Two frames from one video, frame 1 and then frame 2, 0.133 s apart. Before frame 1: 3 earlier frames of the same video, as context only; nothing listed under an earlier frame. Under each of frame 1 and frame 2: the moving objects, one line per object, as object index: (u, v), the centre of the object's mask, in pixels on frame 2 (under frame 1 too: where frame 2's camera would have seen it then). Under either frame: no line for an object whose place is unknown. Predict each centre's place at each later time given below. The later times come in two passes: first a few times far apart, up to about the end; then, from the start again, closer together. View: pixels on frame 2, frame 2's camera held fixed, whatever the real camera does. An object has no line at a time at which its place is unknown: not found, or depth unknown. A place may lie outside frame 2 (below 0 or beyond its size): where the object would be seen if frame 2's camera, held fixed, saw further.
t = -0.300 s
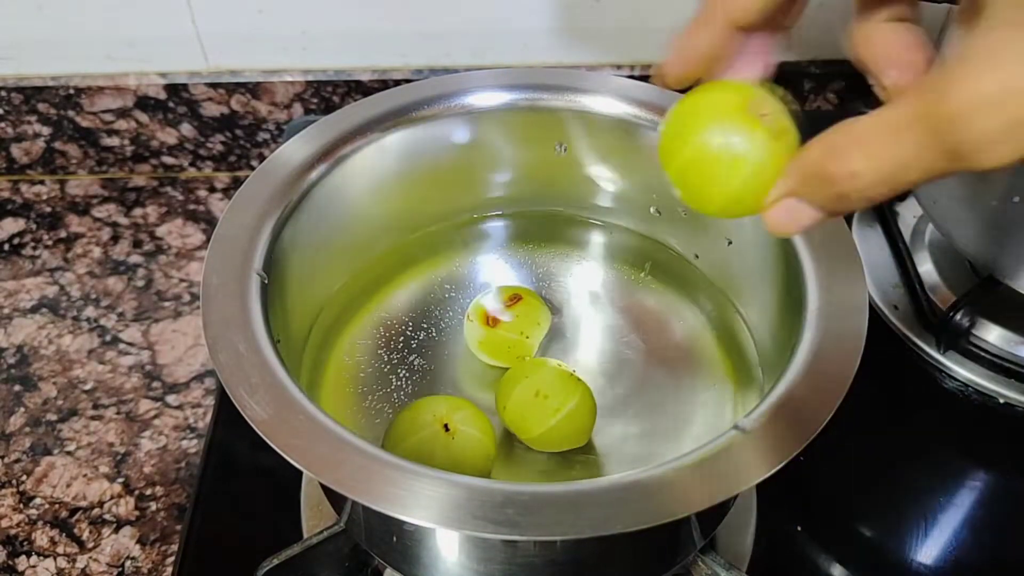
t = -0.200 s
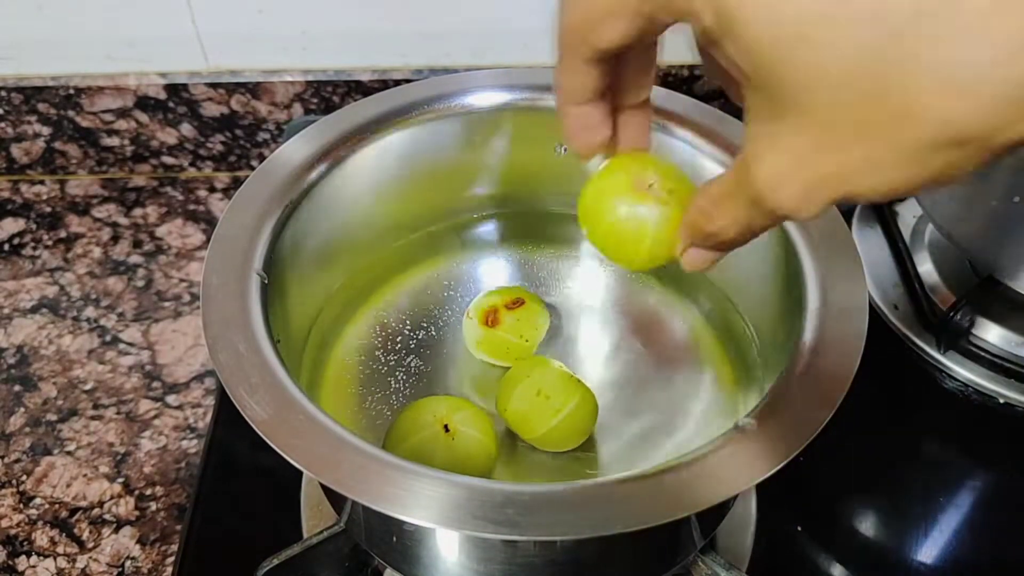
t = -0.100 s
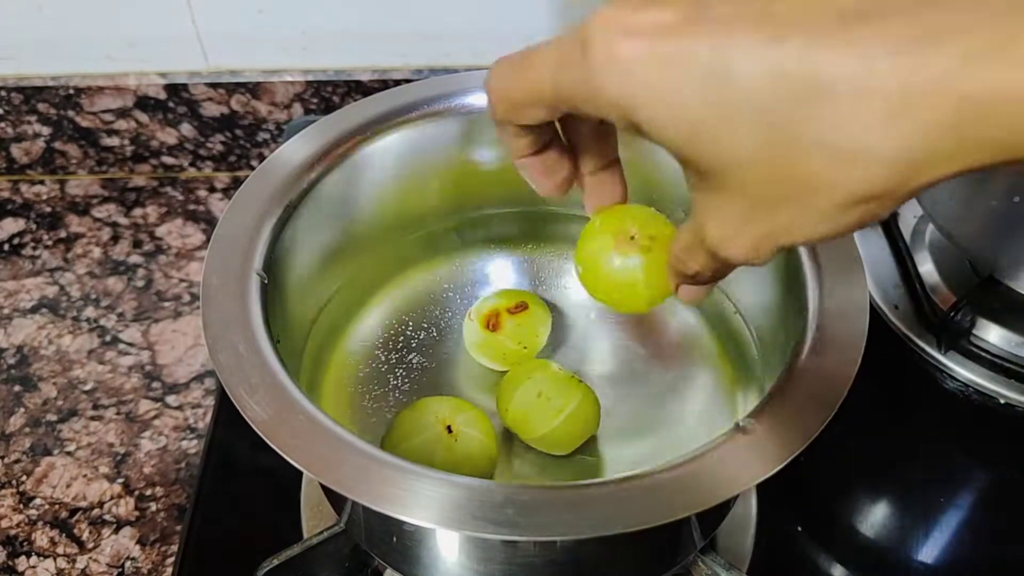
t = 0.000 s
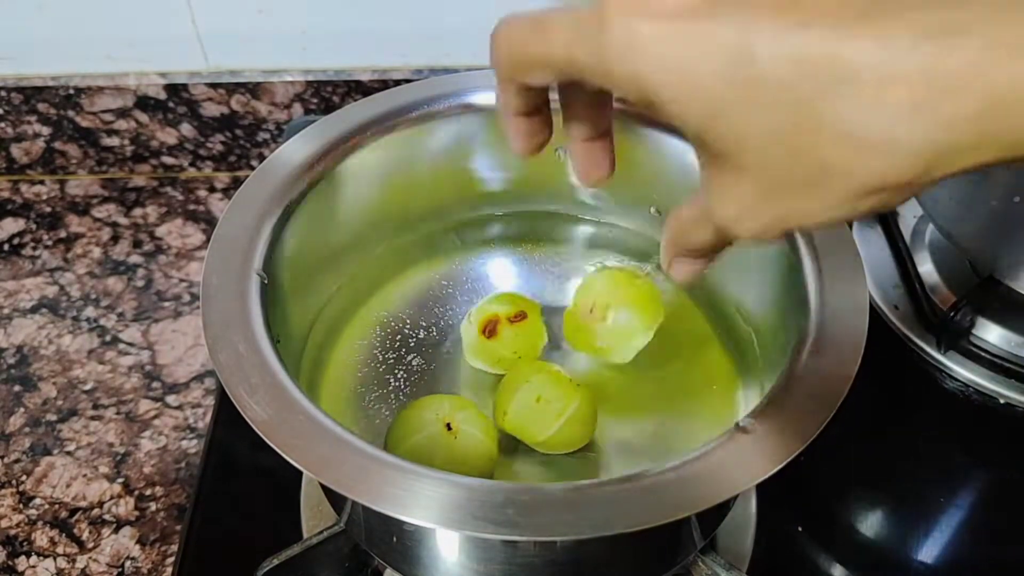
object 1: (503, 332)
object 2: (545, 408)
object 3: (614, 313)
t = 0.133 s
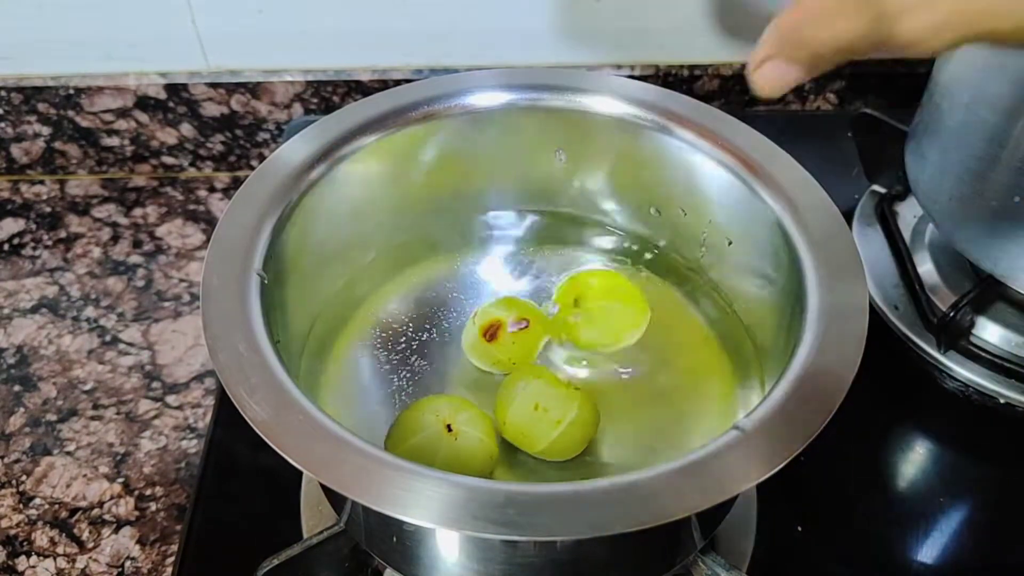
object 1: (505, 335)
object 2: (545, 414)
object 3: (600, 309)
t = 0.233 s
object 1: (489, 336)
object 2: (547, 415)
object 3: (602, 322)
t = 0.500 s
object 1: (471, 329)
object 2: (554, 424)
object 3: (596, 316)
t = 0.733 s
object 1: (459, 327)
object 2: (559, 431)
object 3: (578, 341)
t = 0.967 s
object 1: (456, 324)
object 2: (560, 434)
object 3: (570, 349)
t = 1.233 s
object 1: (455, 322)
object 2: (558, 439)
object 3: (567, 355)
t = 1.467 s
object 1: (457, 322)
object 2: (556, 443)
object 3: (565, 357)
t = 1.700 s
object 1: (466, 323)
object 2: (555, 447)
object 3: (565, 359)
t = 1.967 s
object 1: (478, 322)
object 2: (554, 448)
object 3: (565, 360)
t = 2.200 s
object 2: (555, 447)
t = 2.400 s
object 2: (554, 446)
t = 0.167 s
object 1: (501, 336)
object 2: (546, 415)
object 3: (598, 313)
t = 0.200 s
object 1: (496, 338)
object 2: (549, 413)
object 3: (599, 316)
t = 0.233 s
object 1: (489, 336)
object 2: (547, 415)
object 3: (602, 322)
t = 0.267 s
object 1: (488, 332)
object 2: (548, 420)
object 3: (601, 330)
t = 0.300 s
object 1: (487, 332)
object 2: (550, 418)
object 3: (598, 334)
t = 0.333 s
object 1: (485, 333)
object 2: (550, 418)
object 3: (600, 324)
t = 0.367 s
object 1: (476, 332)
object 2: (552, 419)
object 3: (596, 321)
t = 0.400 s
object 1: (479, 329)
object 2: (552, 424)
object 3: (598, 318)
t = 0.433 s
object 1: (478, 329)
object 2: (556, 419)
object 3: (597, 319)
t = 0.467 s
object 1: (472, 330)
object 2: (555, 421)
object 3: (597, 315)
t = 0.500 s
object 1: (471, 329)
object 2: (554, 424)
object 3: (596, 316)
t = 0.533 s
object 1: (471, 329)
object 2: (553, 425)
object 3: (596, 318)
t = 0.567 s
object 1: (470, 330)
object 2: (555, 427)
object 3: (593, 321)
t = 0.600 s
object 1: (466, 329)
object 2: (556, 426)
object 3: (590, 325)
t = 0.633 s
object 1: (464, 328)
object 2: (554, 429)
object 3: (587, 333)
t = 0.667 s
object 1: (465, 326)
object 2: (557, 430)
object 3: (583, 332)
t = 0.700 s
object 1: (461, 325)
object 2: (559, 429)
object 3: (581, 335)
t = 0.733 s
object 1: (459, 327)
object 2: (559, 431)
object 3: (578, 341)
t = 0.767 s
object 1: (460, 326)
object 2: (559, 431)
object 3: (575, 342)
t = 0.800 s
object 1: (459, 326)
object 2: (561, 430)
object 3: (575, 343)
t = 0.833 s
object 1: (459, 325)
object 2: (563, 431)
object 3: (573, 345)
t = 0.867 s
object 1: (457, 326)
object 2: (563, 433)
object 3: (572, 345)
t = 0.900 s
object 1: (458, 324)
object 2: (562, 433)
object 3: (573, 345)
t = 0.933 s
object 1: (458, 323)
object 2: (560, 434)
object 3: (571, 347)
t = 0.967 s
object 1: (456, 324)
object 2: (560, 434)
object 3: (570, 349)
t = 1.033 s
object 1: (454, 324)
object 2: (556, 438)
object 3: (566, 352)
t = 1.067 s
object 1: (454, 323)
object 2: (559, 438)
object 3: (566, 354)
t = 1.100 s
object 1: (453, 324)
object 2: (559, 439)
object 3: (567, 355)
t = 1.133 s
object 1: (452, 323)
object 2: (559, 439)
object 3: (566, 355)
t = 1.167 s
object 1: (451, 324)
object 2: (557, 439)
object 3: (568, 354)
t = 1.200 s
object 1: (455, 323)
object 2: (556, 438)
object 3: (568, 354)
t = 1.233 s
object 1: (455, 322)
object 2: (558, 439)
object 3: (567, 355)
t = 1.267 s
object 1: (454, 323)
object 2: (560, 441)
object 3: (567, 354)
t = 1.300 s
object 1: (455, 323)
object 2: (559, 441)
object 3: (566, 354)
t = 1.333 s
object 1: (456, 322)
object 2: (558, 442)
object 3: (568, 356)
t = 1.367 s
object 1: (456, 320)
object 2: (557, 442)
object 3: (567, 356)
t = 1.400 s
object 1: (457, 321)
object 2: (557, 442)
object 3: (566, 356)
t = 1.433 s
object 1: (457, 322)
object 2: (557, 443)
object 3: (566, 357)
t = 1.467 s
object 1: (457, 322)
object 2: (556, 443)
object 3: (565, 357)
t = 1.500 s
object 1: (458, 322)
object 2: (556, 444)
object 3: (564, 357)
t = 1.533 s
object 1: (459, 322)
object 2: (555, 445)
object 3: (564, 356)
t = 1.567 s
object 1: (461, 322)
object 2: (555, 445)
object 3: (564, 358)
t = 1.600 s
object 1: (461, 322)
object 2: (556, 445)
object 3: (564, 358)
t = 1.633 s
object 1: (464, 321)
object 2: (556, 446)
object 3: (564, 358)
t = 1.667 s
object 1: (466, 321)
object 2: (555, 446)
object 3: (564, 358)
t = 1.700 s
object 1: (466, 323)
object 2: (555, 447)
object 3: (565, 359)
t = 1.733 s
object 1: (468, 323)
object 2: (555, 446)
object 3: (565, 358)
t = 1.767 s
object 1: (470, 321)
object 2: (555, 446)
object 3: (565, 357)
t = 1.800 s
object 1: (472, 320)
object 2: (555, 447)
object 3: (565, 358)
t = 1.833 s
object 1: (475, 321)
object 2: (555, 447)
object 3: (566, 359)
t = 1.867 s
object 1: (476, 322)
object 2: (555, 447)
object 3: (567, 359)
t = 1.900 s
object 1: (477, 323)
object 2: (555, 448)
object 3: (566, 359)
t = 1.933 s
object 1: (477, 323)
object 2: (554, 448)
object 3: (564, 359)
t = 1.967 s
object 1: (478, 322)
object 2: (554, 448)
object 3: (565, 360)
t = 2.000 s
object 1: (479, 321)
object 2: (554, 447)
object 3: (567, 360)
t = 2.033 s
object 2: (555, 448)
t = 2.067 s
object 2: (555, 448)
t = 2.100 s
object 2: (555, 448)
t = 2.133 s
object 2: (555, 448)
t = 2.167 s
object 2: (554, 447)
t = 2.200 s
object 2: (555, 447)
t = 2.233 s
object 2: (554, 447)
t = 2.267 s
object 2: (555, 448)
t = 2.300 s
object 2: (555, 446)
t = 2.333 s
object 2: (554, 446)
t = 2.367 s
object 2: (554, 446)
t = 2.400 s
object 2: (554, 446)
